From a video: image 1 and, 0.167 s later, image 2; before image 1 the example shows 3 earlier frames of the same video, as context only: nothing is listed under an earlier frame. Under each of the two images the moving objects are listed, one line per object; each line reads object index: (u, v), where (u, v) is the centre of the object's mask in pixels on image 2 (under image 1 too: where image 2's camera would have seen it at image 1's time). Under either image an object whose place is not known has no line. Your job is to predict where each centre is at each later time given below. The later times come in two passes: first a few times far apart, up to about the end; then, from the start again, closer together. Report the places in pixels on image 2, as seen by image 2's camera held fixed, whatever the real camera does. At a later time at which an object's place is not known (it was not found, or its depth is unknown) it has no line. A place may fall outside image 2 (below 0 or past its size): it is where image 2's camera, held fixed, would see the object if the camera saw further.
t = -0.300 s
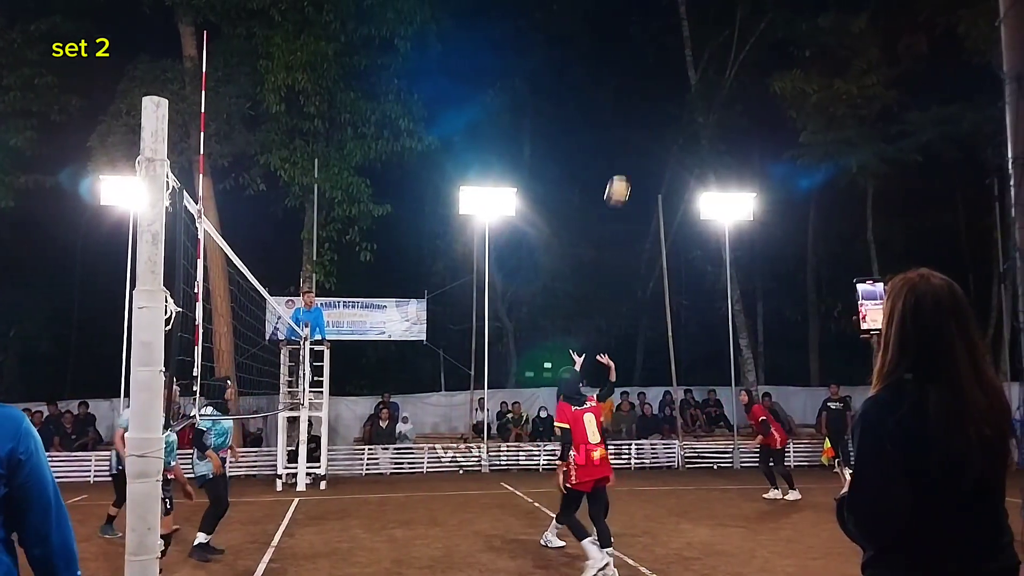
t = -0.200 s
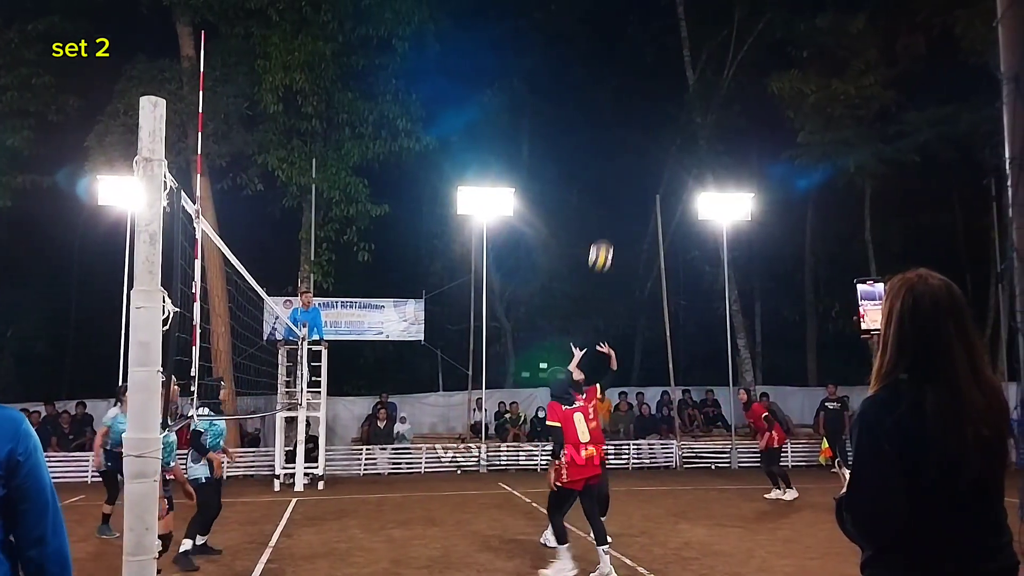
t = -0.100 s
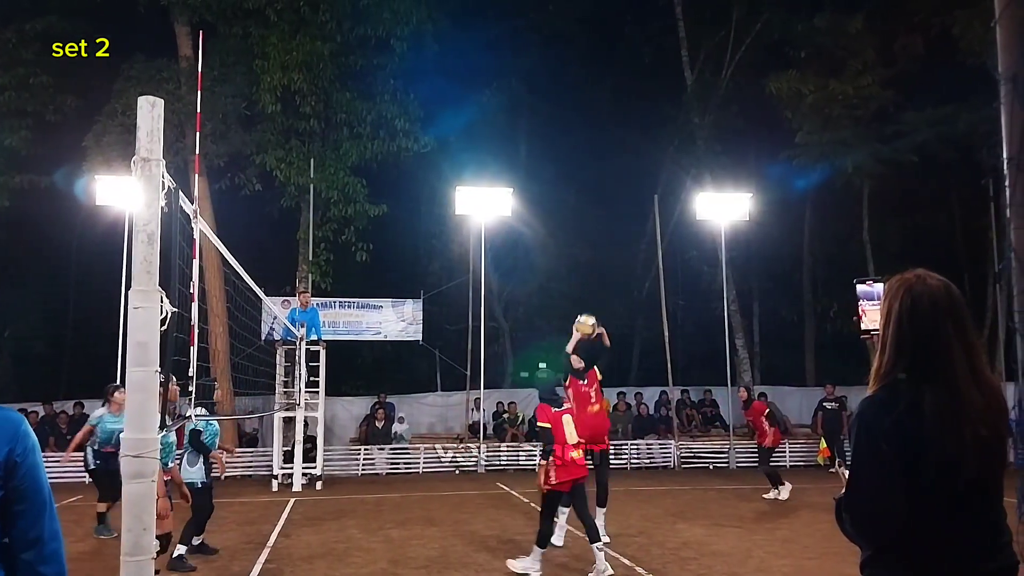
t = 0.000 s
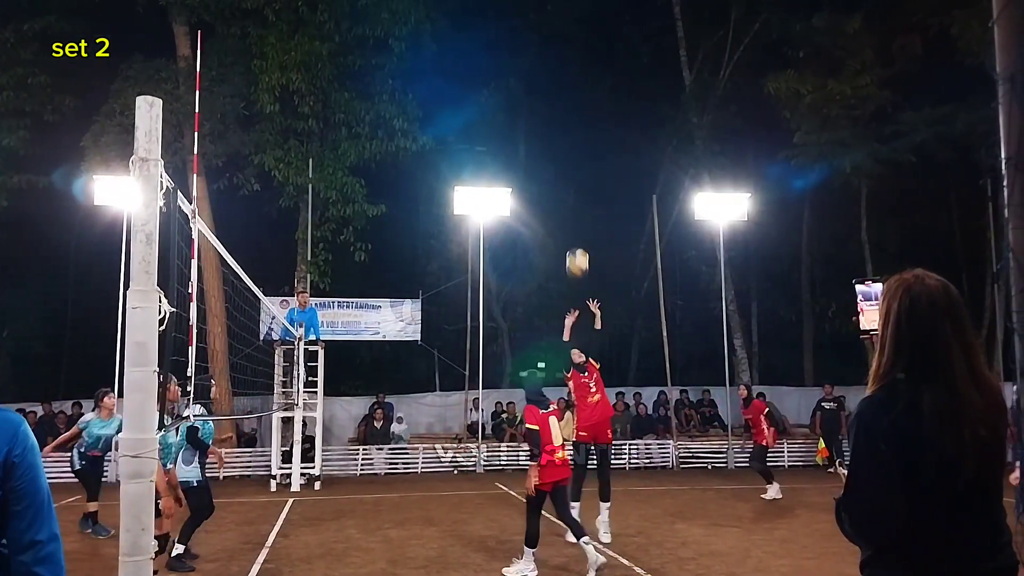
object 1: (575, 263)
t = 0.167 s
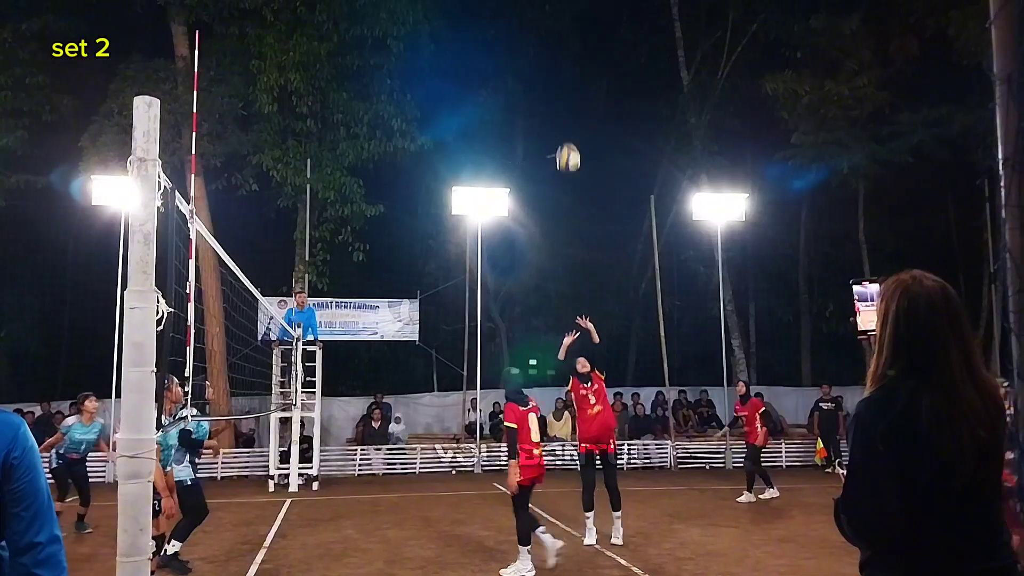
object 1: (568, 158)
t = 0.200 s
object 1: (567, 140)
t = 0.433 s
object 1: (556, 40)
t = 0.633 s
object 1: (547, 4)
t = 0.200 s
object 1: (567, 140)
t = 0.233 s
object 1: (565, 122)
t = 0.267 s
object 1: (564, 106)
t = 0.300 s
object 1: (562, 91)
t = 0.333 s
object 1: (561, 76)
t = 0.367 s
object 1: (559, 63)
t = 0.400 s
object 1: (558, 51)
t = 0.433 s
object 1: (556, 40)
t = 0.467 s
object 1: (555, 29)
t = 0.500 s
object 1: (553, 21)
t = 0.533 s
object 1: (552, 13)
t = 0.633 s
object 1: (547, 4)
